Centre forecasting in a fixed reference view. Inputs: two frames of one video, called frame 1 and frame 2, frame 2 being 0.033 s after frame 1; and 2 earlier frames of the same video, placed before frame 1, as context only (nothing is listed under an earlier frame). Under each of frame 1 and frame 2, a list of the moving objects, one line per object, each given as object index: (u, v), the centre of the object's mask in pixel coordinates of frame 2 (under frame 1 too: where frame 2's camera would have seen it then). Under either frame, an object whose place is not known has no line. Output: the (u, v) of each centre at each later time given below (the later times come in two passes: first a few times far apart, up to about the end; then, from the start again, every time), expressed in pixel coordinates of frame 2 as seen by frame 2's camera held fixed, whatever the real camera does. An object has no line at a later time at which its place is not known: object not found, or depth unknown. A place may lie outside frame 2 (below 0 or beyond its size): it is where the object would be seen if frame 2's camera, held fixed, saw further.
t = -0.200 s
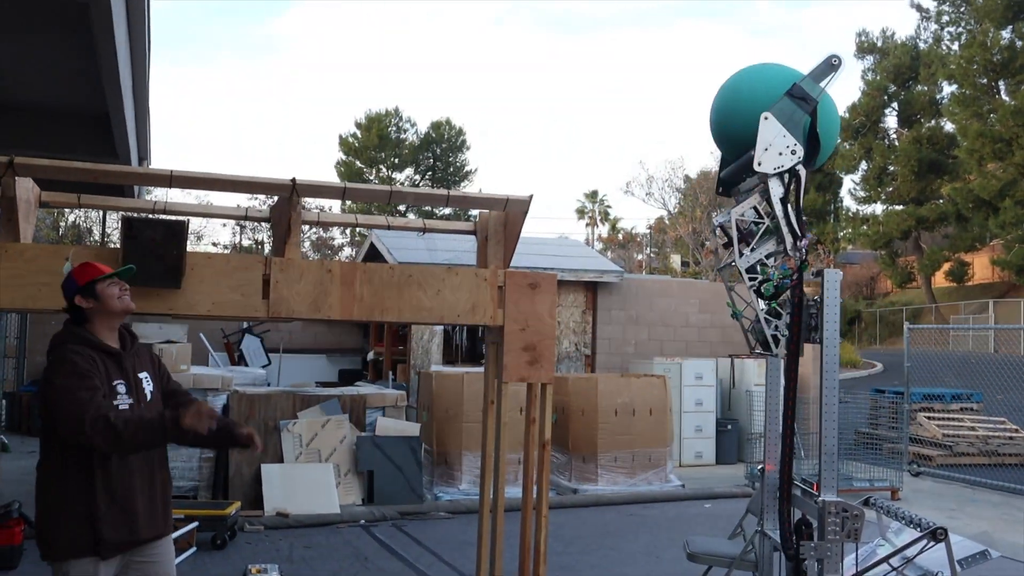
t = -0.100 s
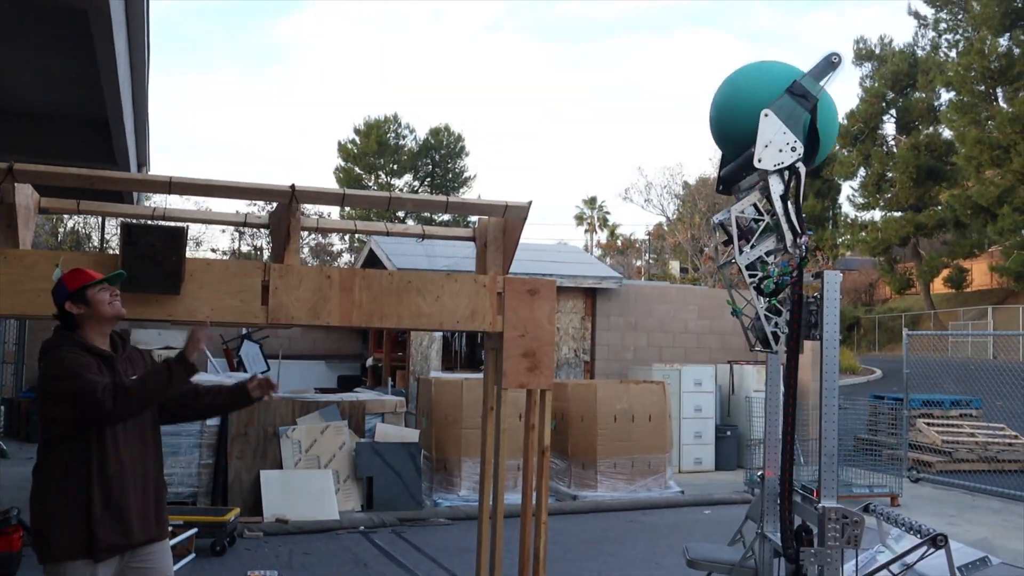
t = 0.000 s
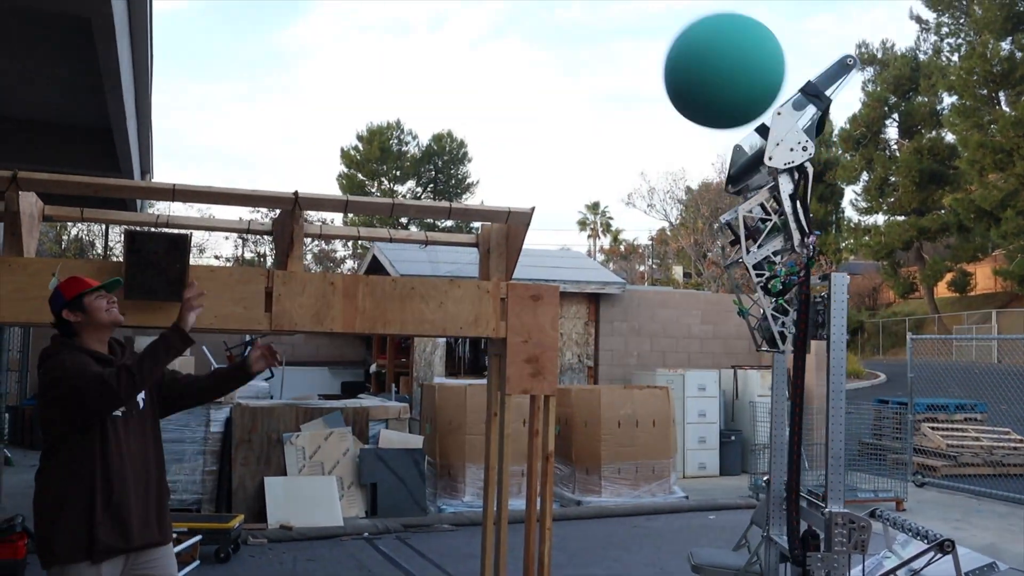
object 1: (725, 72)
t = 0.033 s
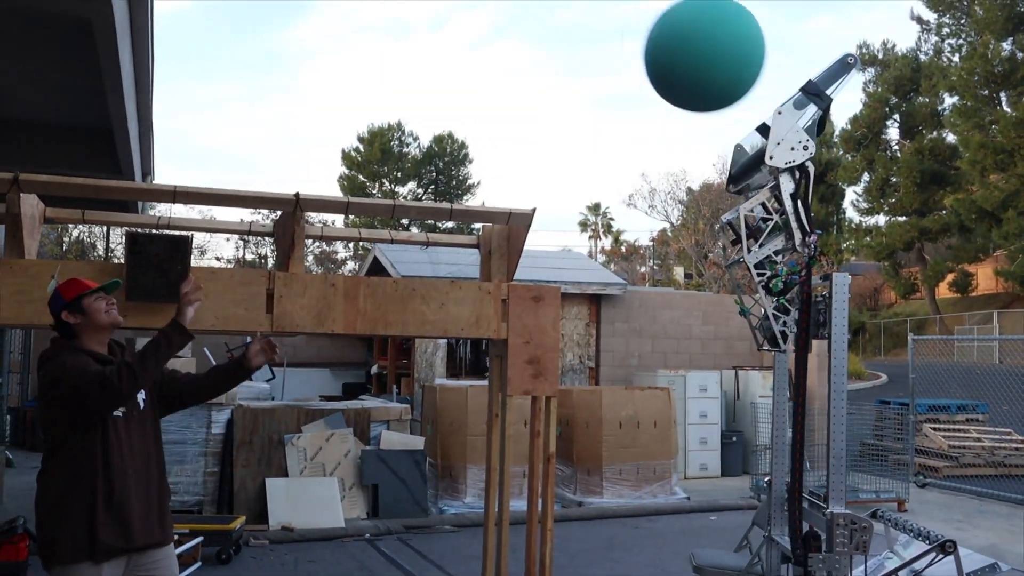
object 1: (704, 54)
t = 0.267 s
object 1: (561, 24)
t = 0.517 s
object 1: (405, 101)
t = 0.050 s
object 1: (694, 48)
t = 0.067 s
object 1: (684, 44)
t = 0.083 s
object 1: (673, 40)
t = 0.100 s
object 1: (663, 36)
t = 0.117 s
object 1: (653, 34)
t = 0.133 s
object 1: (642, 31)
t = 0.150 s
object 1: (632, 29)
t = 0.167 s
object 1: (622, 27)
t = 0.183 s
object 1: (612, 26)
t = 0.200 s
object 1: (602, 25)
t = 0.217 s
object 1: (592, 24)
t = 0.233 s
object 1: (582, 24)
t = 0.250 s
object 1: (571, 23)
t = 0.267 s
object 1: (561, 24)
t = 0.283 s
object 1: (551, 24)
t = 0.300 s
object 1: (541, 25)
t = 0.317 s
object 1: (531, 26)
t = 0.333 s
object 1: (520, 28)
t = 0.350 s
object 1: (510, 30)
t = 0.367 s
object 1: (500, 33)
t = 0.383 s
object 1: (489, 37)
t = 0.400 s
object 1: (479, 40)
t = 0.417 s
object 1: (468, 45)
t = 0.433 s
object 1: (458, 50)
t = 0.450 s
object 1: (447, 58)
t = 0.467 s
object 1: (437, 67)
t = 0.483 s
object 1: (426, 78)
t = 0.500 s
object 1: (416, 89)
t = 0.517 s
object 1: (405, 101)
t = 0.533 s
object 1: (395, 114)
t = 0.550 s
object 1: (385, 127)
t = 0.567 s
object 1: (374, 141)
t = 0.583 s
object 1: (364, 156)
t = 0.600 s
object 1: (354, 171)
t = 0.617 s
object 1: (343, 187)
